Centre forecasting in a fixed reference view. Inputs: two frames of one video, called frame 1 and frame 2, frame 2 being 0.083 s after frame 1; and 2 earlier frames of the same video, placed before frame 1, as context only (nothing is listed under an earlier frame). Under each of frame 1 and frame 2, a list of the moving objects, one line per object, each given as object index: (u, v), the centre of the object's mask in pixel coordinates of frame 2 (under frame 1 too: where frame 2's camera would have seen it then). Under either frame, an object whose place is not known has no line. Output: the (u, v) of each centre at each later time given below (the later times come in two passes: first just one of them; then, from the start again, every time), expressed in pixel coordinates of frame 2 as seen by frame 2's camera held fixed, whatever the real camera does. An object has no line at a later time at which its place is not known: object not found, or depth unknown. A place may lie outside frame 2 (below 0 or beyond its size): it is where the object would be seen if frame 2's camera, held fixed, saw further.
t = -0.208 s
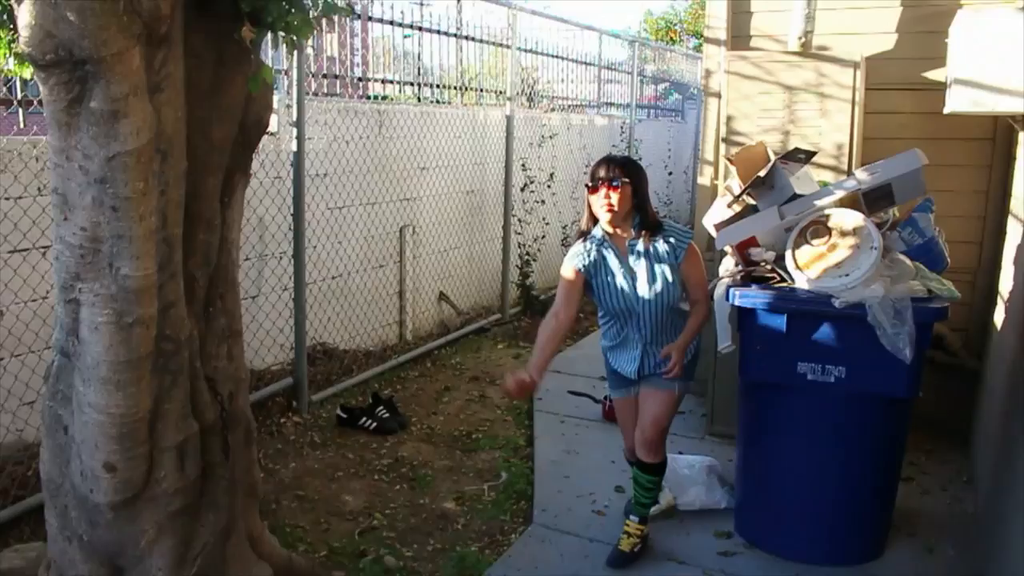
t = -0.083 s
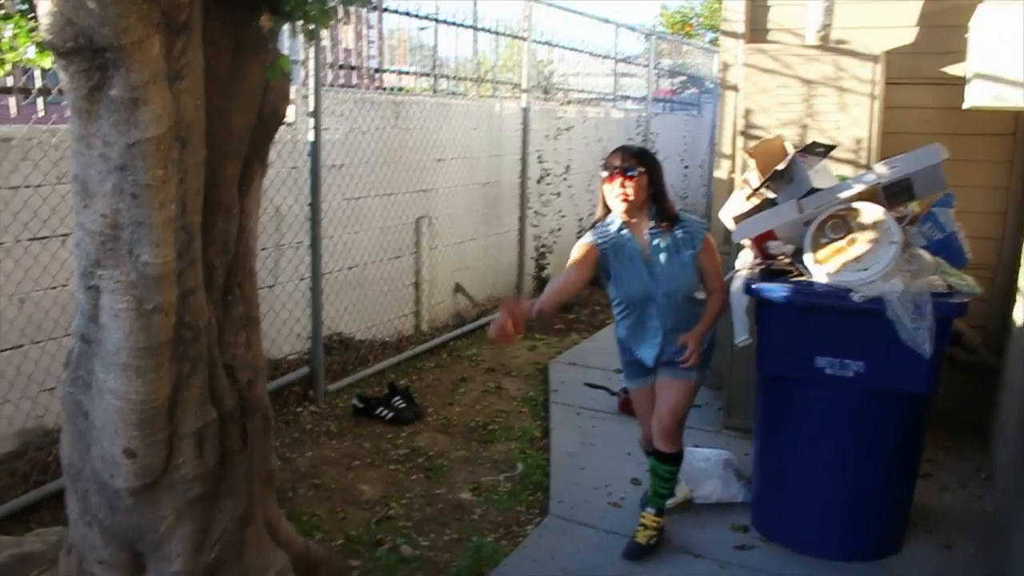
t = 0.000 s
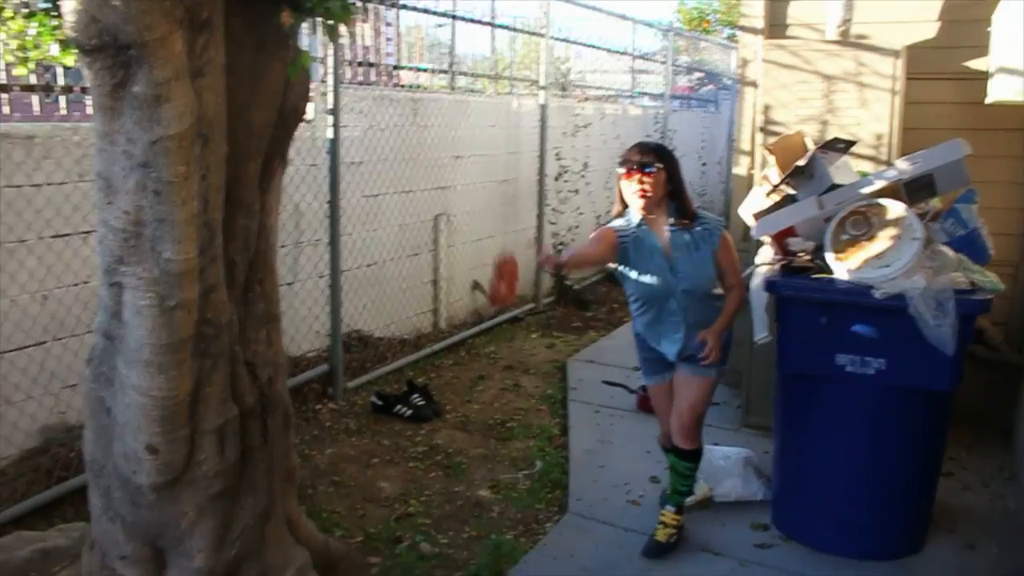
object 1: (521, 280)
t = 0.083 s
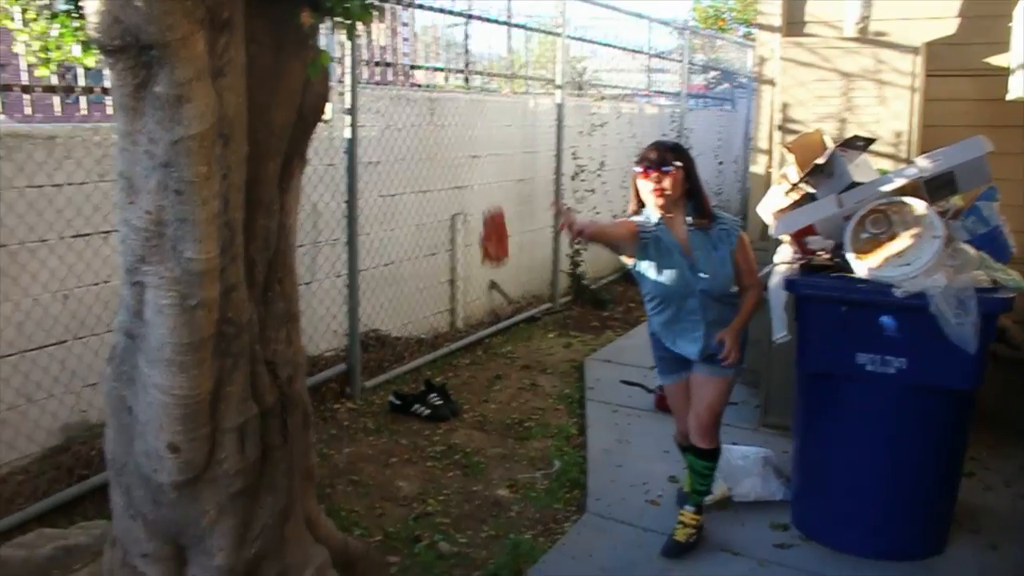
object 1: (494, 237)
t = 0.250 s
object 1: (432, 146)
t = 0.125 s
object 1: (479, 215)
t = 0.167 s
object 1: (464, 193)
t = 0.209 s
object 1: (448, 170)
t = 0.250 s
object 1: (432, 146)
